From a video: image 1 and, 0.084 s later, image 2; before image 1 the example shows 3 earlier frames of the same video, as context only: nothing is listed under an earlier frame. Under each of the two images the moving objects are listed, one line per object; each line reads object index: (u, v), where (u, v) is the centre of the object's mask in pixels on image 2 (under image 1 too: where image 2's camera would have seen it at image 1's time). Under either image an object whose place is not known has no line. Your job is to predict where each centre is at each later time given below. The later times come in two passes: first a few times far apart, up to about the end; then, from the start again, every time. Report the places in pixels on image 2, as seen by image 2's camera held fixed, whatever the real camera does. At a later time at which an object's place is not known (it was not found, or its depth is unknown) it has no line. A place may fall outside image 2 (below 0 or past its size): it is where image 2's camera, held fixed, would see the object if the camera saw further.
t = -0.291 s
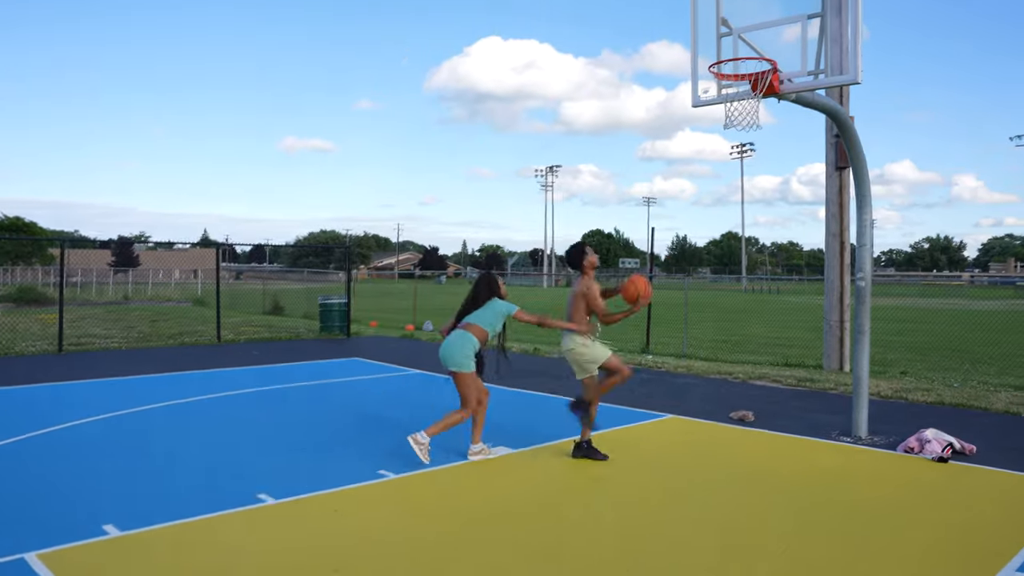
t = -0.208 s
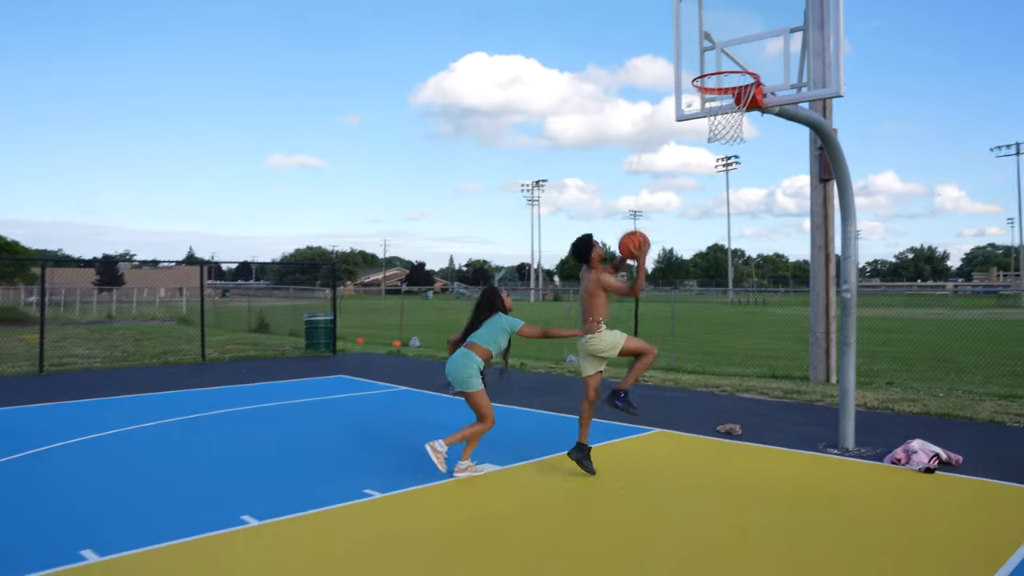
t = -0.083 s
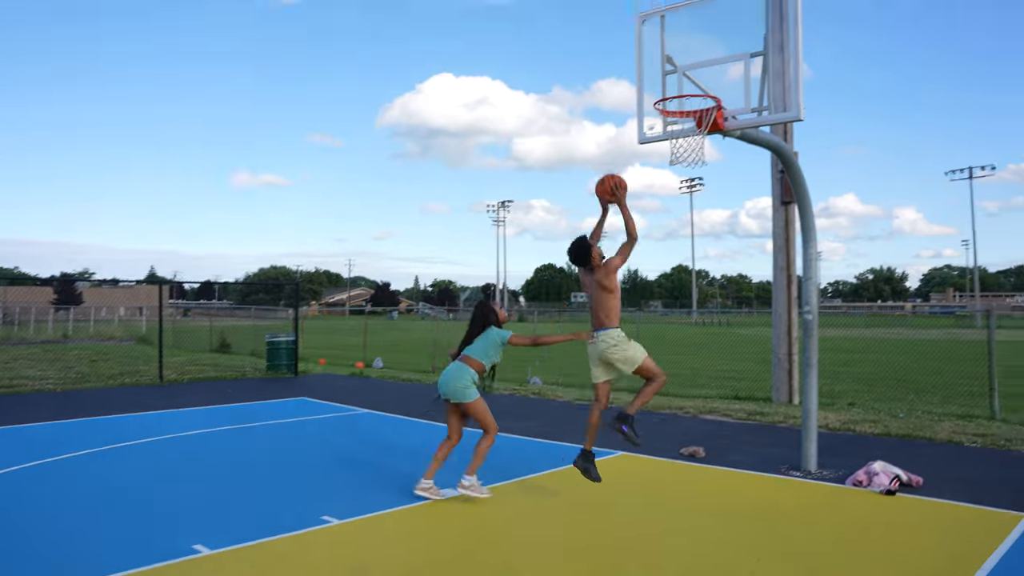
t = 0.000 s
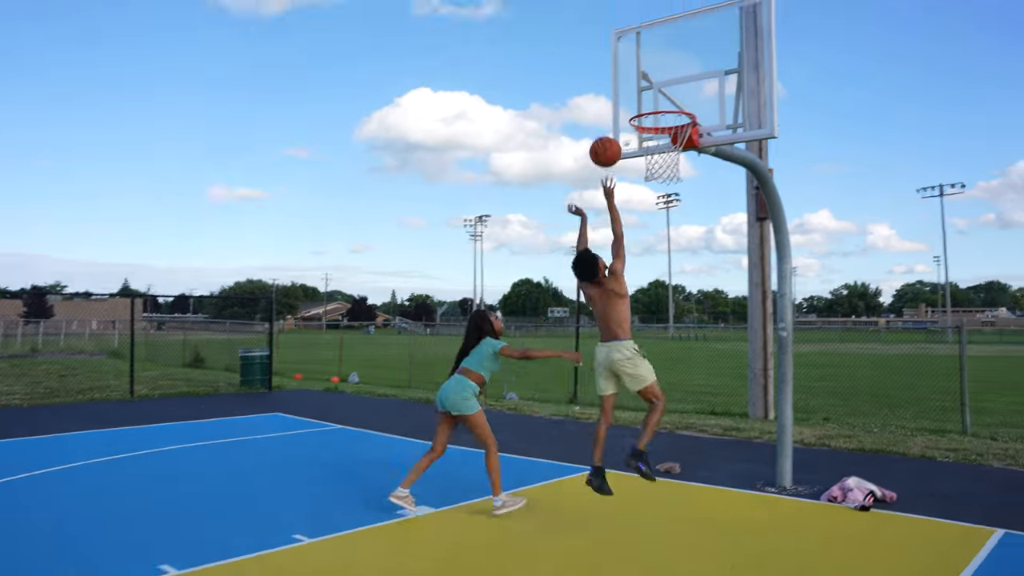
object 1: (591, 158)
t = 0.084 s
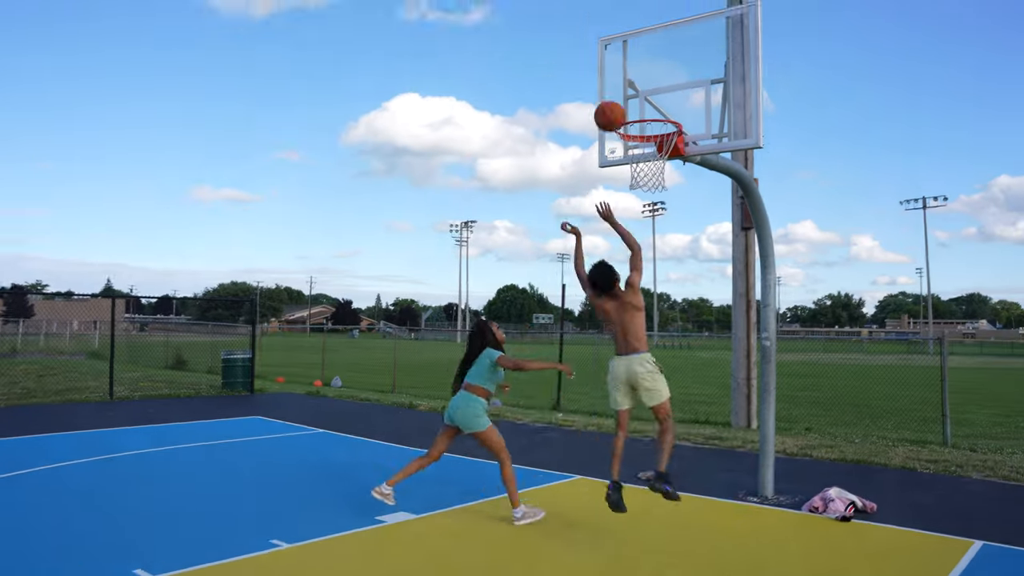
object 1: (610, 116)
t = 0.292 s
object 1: (655, 51)
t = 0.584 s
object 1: (667, 66)
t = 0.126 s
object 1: (619, 99)
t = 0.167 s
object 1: (628, 84)
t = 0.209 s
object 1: (637, 71)
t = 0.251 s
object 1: (646, 60)
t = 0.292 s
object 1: (655, 51)
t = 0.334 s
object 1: (656, 47)
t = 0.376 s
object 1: (658, 45)
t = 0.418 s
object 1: (660, 45)
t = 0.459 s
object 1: (662, 47)
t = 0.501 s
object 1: (663, 51)
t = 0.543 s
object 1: (665, 57)
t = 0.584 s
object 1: (667, 66)
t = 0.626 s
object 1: (669, 78)
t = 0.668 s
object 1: (670, 93)
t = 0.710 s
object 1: (673, 101)
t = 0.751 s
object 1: (674, 91)
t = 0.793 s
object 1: (675, 82)
